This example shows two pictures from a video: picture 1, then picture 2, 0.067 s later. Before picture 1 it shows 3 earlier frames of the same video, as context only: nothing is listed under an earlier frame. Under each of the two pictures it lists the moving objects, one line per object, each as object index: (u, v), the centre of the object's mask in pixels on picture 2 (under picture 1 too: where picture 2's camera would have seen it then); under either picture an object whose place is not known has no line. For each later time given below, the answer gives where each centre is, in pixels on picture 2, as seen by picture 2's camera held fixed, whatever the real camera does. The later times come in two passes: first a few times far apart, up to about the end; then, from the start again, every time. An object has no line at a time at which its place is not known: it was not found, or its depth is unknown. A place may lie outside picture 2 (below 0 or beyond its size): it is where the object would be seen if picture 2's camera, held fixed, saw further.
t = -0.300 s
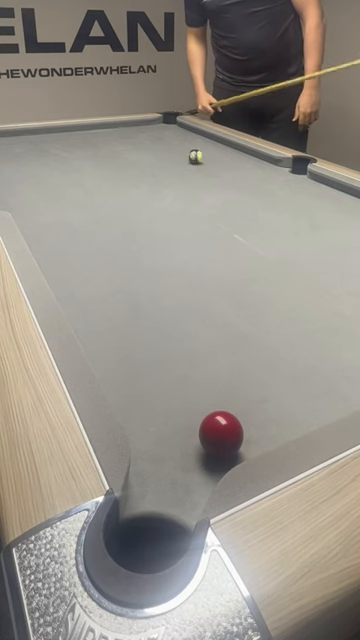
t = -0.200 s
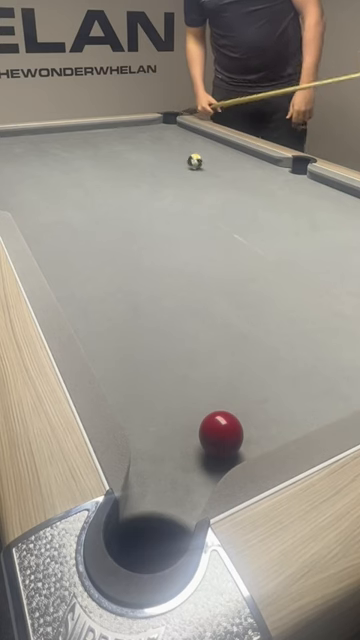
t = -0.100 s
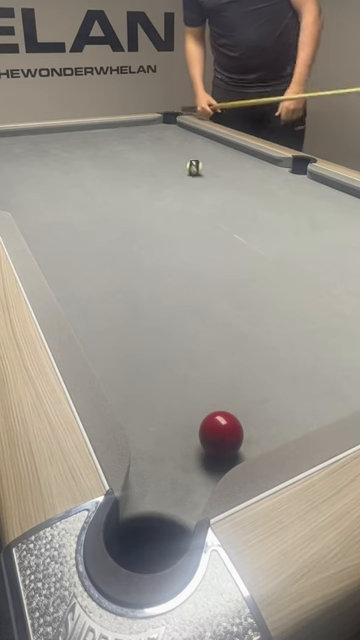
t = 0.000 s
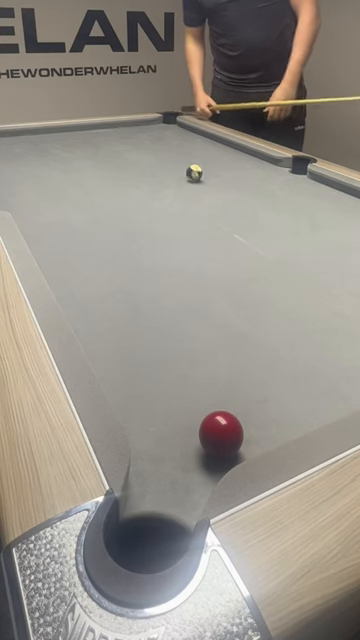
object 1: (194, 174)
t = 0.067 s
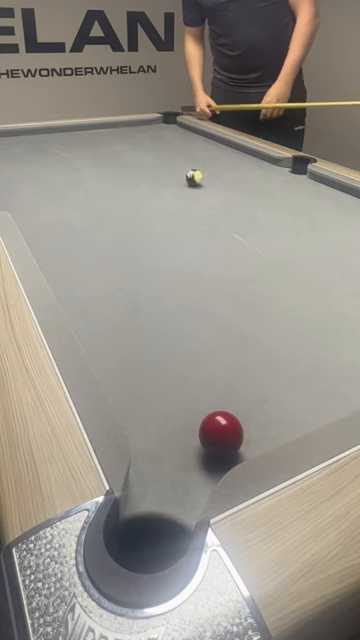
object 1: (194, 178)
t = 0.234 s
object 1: (193, 190)
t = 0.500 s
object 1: (191, 211)
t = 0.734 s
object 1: (189, 234)
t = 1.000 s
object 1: (186, 265)
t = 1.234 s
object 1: (183, 301)
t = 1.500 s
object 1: (176, 353)
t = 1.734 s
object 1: (168, 411)
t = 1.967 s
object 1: (157, 484)
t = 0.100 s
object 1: (193, 180)
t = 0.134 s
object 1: (193, 183)
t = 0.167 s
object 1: (193, 185)
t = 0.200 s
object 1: (193, 187)
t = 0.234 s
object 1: (193, 190)
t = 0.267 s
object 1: (193, 192)
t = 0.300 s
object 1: (193, 195)
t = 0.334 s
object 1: (192, 197)
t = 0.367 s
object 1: (192, 200)
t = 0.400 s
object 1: (192, 203)
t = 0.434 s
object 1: (191, 205)
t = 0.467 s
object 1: (191, 208)
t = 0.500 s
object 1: (191, 211)
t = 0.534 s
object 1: (191, 214)
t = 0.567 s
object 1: (190, 217)
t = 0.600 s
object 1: (190, 221)
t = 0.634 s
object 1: (190, 224)
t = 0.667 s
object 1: (189, 227)
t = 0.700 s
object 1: (189, 230)
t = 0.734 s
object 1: (189, 234)
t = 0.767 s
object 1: (189, 238)
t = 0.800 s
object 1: (188, 241)
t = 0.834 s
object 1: (187, 245)
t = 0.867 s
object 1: (187, 249)
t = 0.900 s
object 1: (187, 254)
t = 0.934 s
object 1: (187, 257)
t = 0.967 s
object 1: (187, 261)
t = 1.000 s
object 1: (186, 265)
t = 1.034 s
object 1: (186, 270)
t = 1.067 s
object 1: (185, 274)
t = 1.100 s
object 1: (184, 280)
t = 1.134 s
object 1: (184, 285)
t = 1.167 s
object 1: (183, 290)
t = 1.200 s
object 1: (183, 295)
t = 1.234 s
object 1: (183, 301)
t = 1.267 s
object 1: (182, 306)
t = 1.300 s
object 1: (181, 313)
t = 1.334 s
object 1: (181, 319)
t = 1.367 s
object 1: (180, 324)
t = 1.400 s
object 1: (179, 332)
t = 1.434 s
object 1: (178, 339)
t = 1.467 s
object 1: (177, 346)
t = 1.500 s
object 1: (176, 353)
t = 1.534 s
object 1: (175, 360)
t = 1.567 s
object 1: (174, 368)
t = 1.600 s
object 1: (173, 376)
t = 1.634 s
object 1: (172, 385)
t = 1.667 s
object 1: (171, 393)
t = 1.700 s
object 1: (169, 402)
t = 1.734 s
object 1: (168, 411)
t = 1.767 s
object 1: (166, 421)
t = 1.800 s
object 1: (165, 432)
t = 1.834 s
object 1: (164, 438)
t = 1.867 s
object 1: (163, 448)
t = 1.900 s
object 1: (161, 459)
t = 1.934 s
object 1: (159, 471)
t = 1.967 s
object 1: (157, 484)
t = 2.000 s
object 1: (155, 494)
